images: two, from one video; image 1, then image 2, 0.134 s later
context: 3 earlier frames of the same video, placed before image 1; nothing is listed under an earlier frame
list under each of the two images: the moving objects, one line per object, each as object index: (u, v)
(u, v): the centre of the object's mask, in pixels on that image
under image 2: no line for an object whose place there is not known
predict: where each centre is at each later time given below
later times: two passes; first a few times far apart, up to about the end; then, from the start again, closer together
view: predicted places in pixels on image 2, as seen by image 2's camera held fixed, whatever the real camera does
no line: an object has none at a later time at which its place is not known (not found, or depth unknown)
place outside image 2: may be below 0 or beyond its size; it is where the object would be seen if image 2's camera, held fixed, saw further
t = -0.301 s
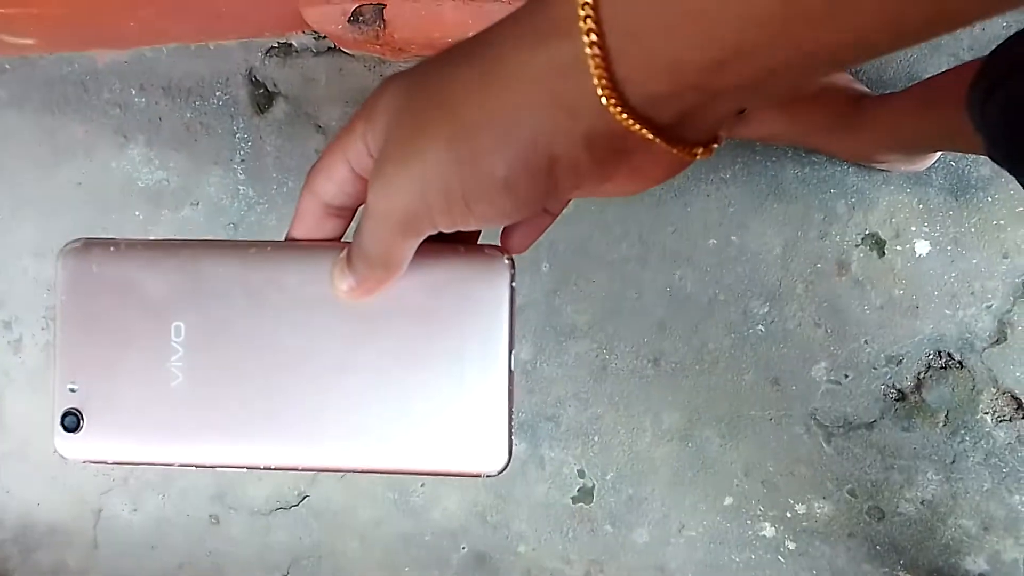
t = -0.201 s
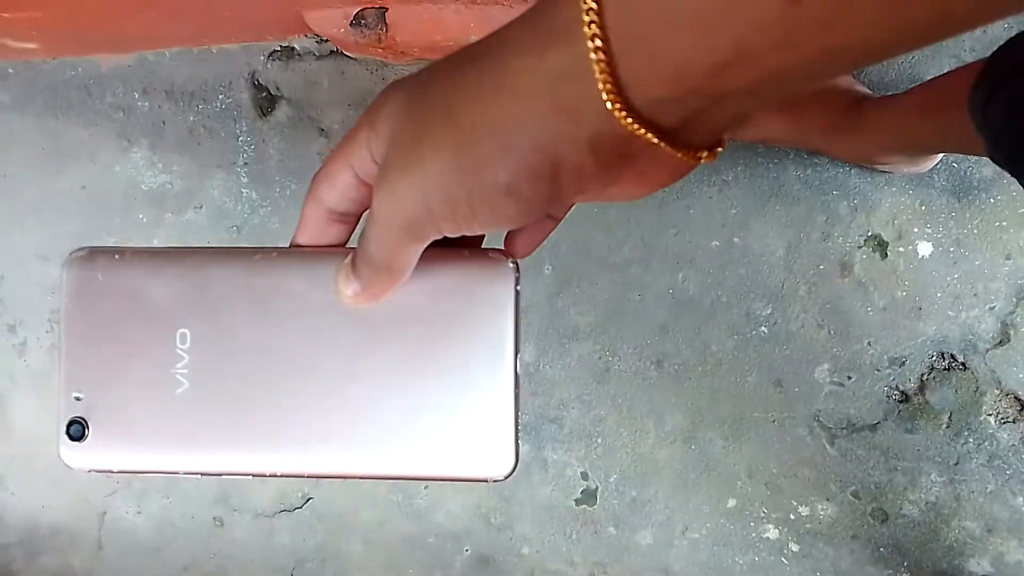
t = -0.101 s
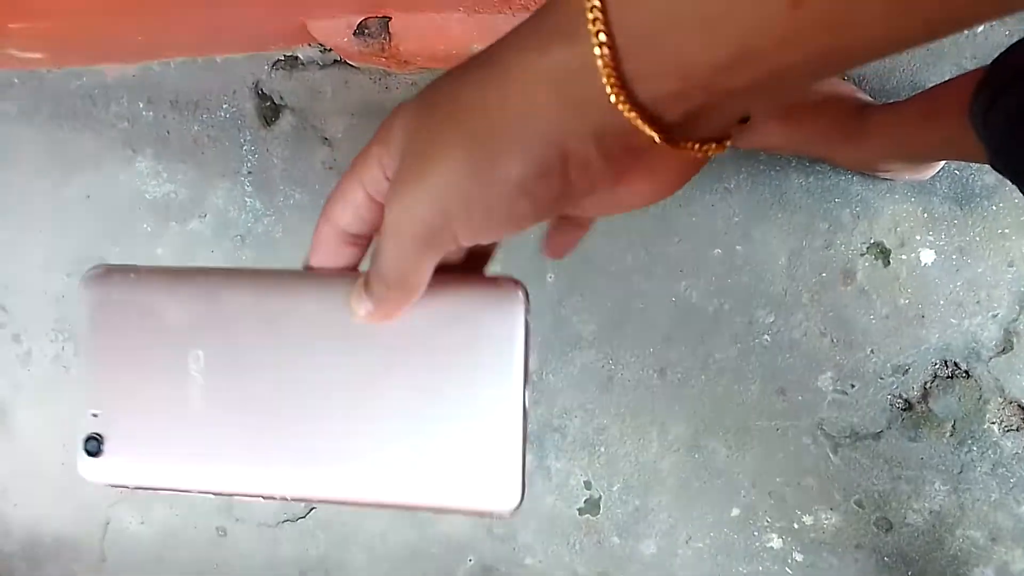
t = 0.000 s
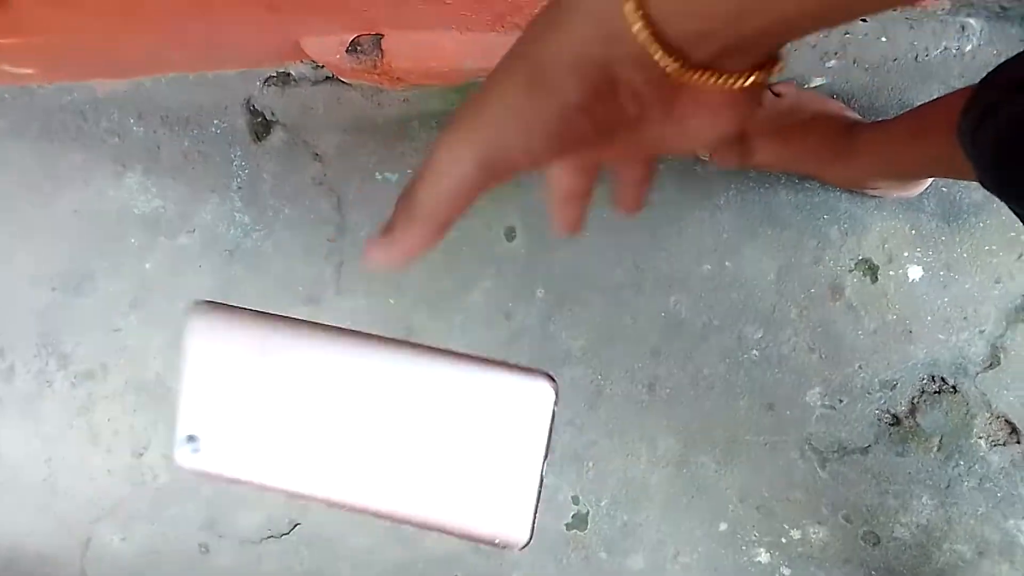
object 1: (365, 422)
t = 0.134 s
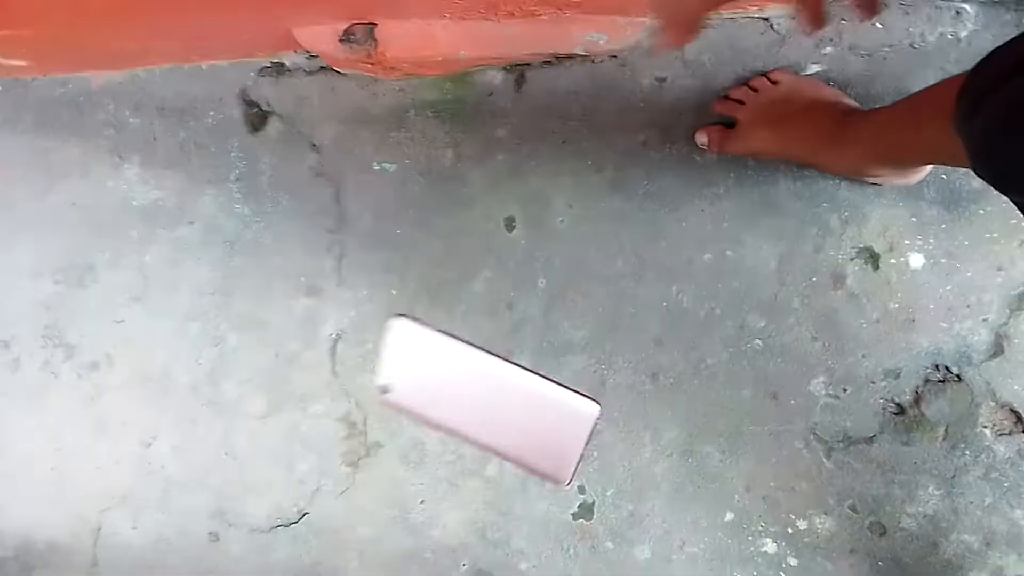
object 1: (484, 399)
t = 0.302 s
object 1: (557, 380)
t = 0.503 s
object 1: (557, 377)
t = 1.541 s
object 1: (551, 380)
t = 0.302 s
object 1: (557, 380)
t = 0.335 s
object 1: (555, 380)
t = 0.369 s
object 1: (553, 380)
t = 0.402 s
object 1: (554, 380)
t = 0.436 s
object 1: (553, 378)
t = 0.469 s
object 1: (553, 375)
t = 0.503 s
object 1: (557, 377)
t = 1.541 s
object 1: (551, 380)
